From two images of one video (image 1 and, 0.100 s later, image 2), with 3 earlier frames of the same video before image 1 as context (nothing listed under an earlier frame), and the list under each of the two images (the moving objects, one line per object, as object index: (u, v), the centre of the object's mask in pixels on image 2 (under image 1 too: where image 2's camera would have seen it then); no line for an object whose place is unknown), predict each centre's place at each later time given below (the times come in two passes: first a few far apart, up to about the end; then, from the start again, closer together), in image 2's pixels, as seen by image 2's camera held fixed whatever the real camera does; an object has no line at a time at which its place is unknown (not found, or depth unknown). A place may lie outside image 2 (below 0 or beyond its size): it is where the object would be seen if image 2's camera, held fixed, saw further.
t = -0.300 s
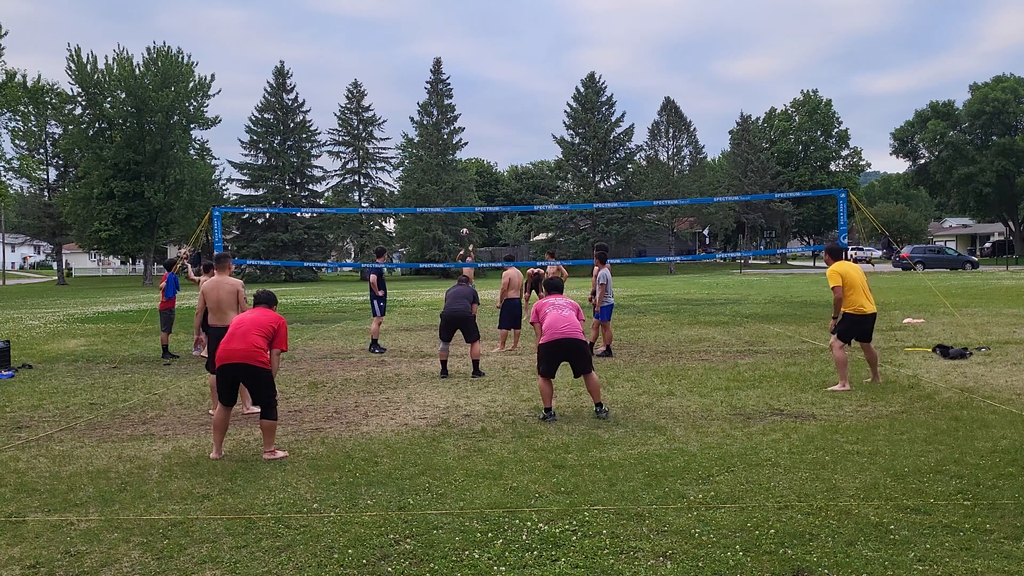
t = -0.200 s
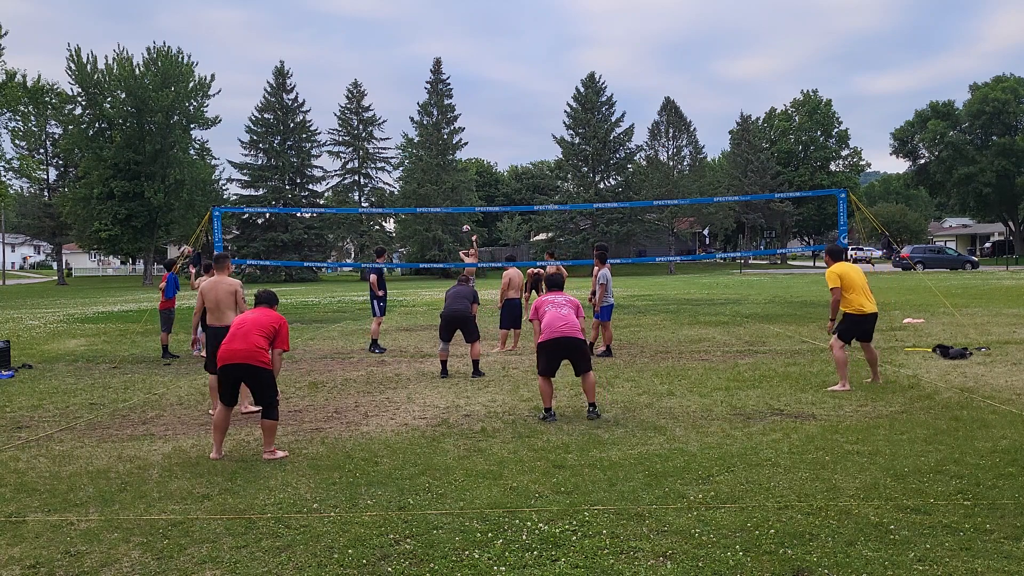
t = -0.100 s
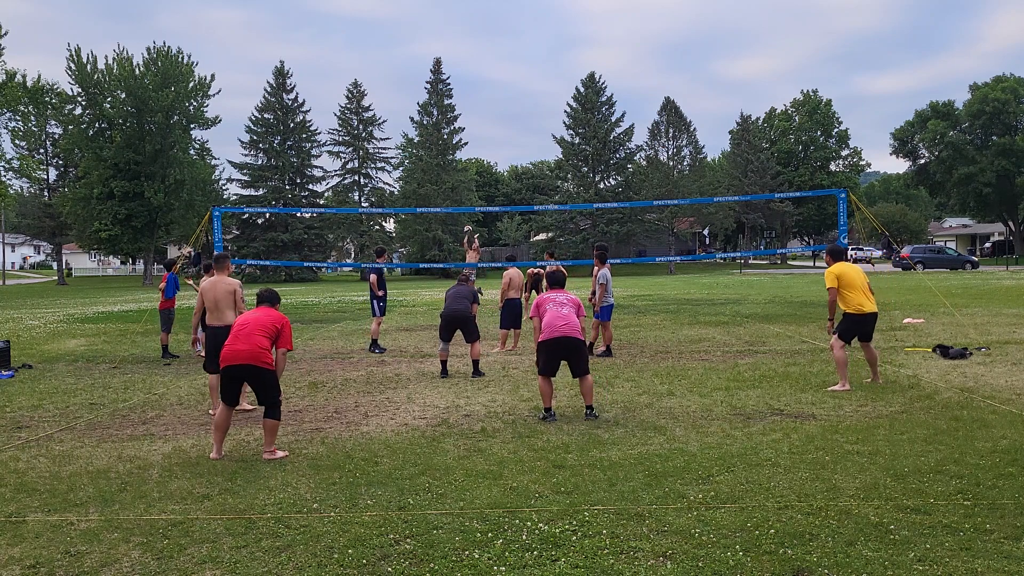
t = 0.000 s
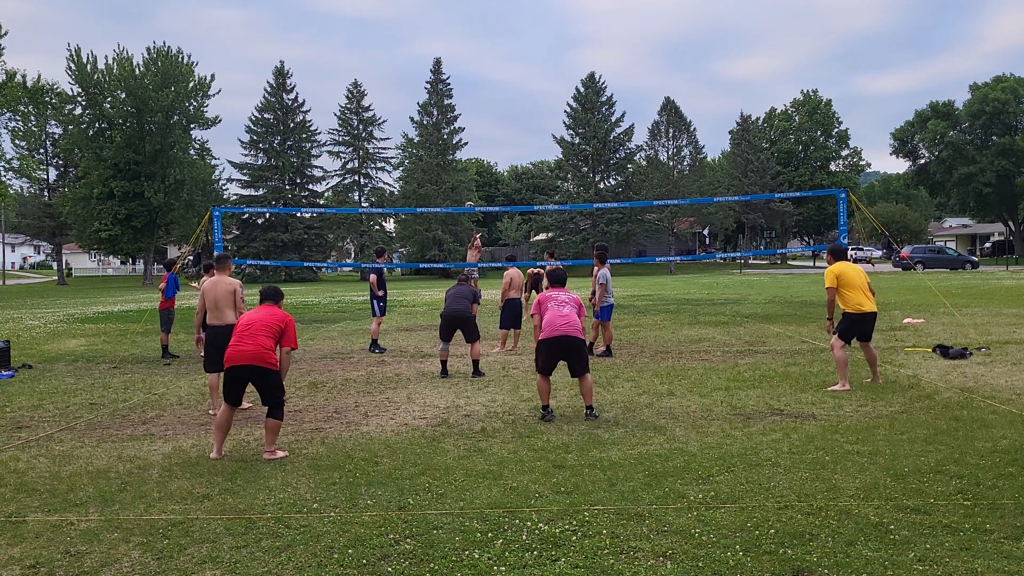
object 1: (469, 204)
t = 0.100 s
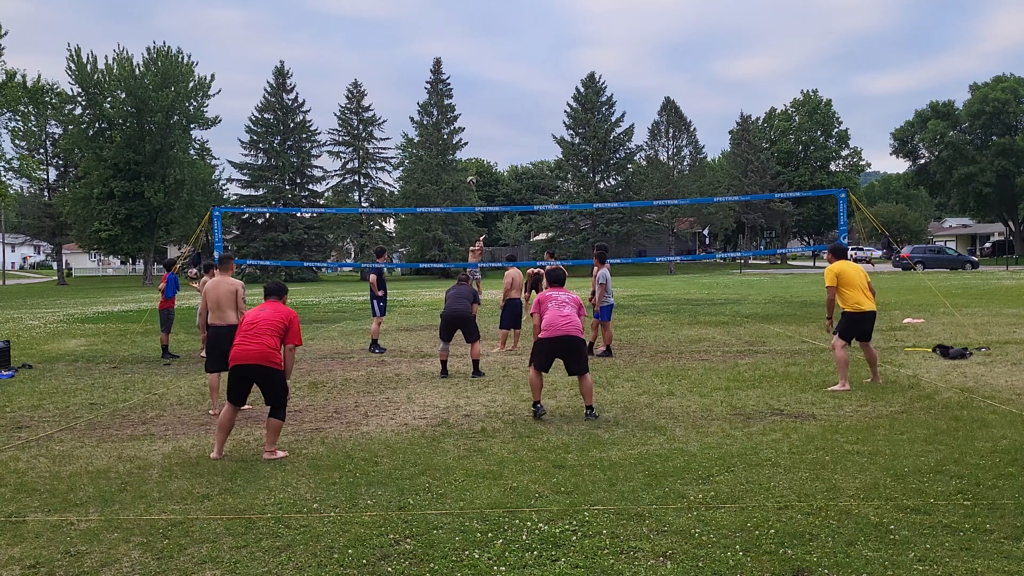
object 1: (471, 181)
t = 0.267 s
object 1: (473, 143)
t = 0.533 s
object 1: (475, 98)
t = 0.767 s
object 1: (481, 88)
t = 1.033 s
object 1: (495, 120)
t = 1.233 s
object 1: (504, 202)
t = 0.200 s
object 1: (472, 157)
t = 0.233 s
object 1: (472, 150)
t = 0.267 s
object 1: (473, 143)
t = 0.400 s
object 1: (474, 117)
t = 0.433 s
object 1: (474, 112)
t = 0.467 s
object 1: (475, 107)
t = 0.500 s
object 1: (475, 102)
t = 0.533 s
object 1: (475, 98)
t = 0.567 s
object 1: (475, 95)
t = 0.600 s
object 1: (476, 92)
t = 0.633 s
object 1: (477, 90)
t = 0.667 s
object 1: (477, 89)
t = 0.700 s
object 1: (479, 88)
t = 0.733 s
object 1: (480, 88)
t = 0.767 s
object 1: (481, 88)
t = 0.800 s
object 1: (483, 89)
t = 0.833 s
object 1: (485, 90)
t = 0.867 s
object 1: (486, 93)
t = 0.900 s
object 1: (488, 96)
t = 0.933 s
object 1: (490, 100)
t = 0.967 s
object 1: (491, 105)
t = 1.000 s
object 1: (493, 112)
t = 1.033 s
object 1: (495, 120)
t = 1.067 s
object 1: (496, 129)
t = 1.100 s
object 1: (498, 140)
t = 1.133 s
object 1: (499, 152)
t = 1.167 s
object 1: (501, 167)
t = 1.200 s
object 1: (503, 184)
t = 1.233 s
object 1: (504, 202)
